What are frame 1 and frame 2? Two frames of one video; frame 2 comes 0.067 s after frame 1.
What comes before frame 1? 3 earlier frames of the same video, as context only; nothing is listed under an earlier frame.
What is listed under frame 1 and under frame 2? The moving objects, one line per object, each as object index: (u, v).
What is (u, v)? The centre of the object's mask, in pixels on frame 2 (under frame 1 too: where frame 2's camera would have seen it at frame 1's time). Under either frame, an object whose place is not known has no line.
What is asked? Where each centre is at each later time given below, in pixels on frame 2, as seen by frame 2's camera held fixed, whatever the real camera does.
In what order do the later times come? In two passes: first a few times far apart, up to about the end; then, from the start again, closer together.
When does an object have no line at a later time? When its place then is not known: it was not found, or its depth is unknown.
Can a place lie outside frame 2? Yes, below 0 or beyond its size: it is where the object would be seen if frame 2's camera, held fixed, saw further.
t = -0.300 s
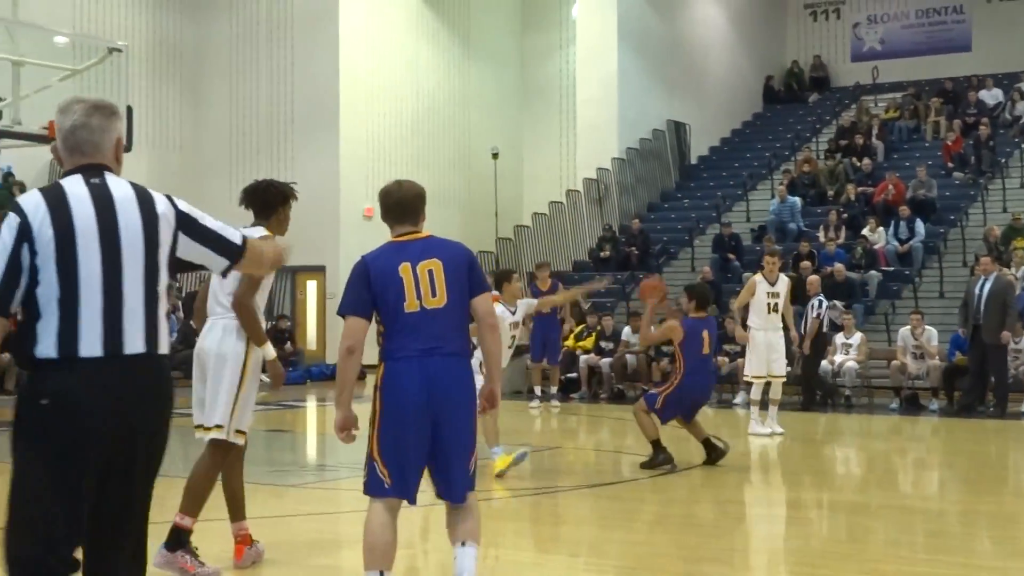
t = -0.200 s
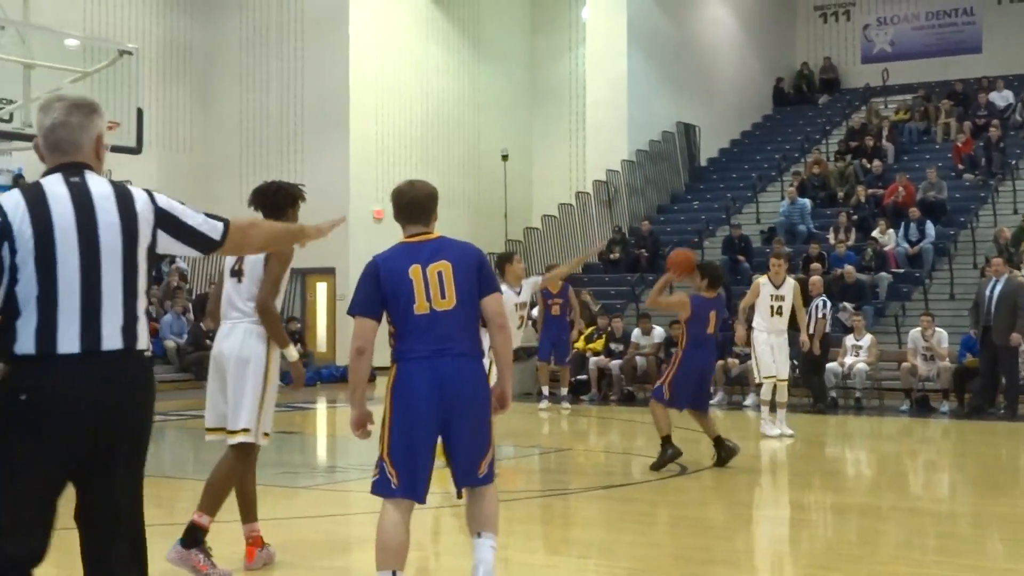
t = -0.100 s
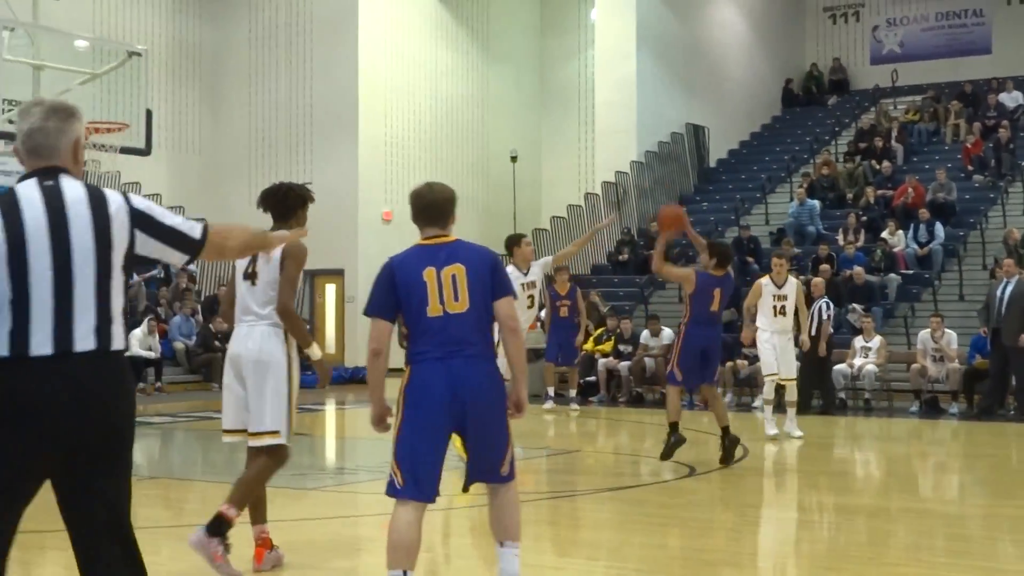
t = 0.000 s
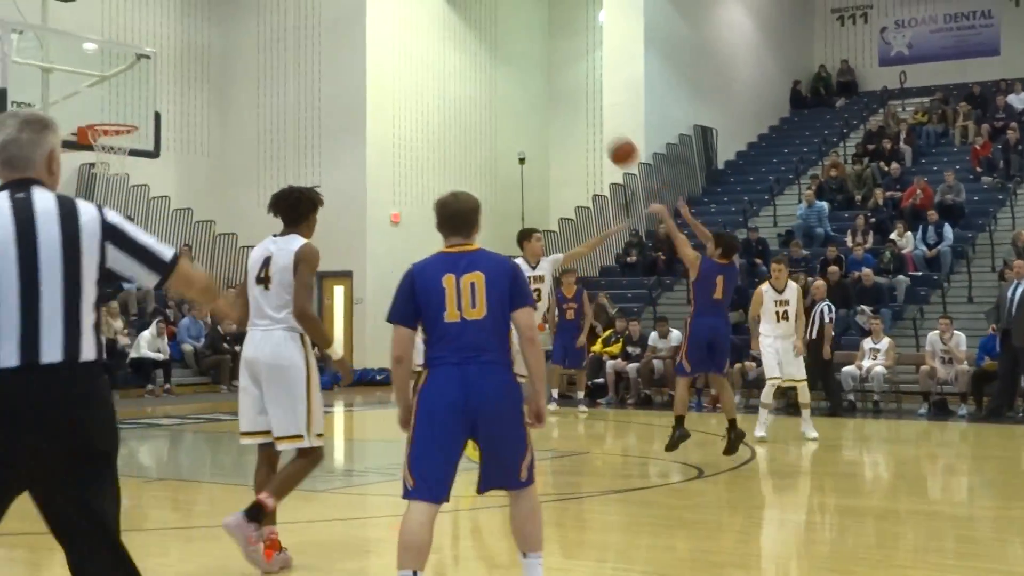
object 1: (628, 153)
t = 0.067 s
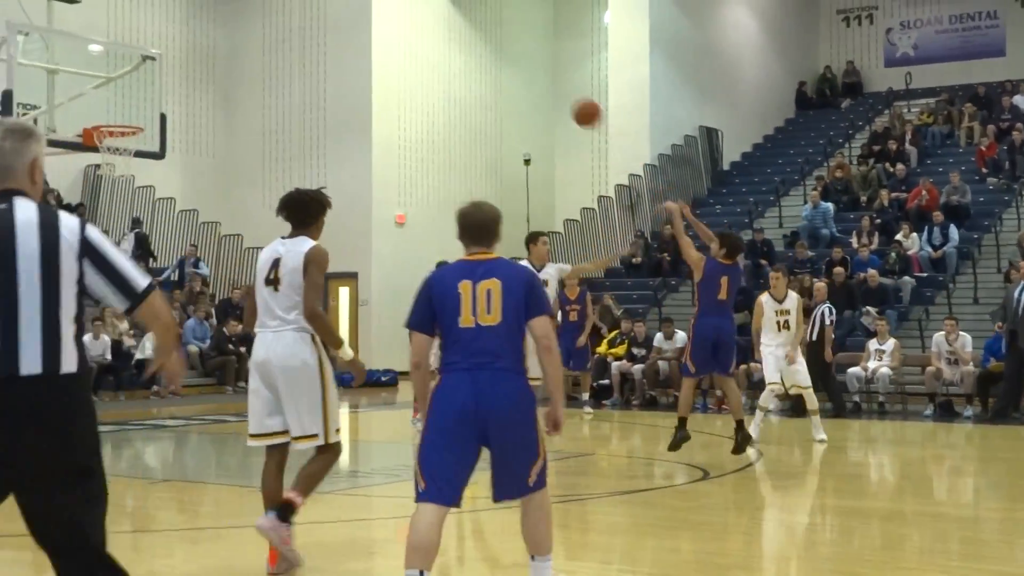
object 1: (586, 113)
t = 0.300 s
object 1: (451, 20)
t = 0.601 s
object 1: (293, -3)
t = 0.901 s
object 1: (150, 69)
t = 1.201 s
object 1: (183, 85)
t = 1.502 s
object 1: (332, 94)
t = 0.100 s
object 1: (566, 95)
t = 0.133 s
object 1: (546, 78)
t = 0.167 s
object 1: (527, 64)
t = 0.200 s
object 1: (507, 51)
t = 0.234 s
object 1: (489, 39)
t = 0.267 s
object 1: (470, 28)
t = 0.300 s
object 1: (451, 20)
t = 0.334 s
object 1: (433, 12)
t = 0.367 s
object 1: (415, 5)
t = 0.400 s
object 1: (397, 0)
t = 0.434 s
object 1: (378, -3)
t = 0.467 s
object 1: (361, -5)
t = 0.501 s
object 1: (344, -7)
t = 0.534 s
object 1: (327, -8)
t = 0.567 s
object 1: (310, -6)
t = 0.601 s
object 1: (293, -3)
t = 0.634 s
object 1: (276, 0)
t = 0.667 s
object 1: (259, 5)
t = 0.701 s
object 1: (243, 11)
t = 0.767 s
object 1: (211, 26)
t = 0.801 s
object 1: (195, 36)
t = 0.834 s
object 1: (180, 46)
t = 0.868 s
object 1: (165, 57)
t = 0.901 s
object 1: (150, 69)
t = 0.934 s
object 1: (135, 83)
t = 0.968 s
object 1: (120, 98)
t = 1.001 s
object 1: (110, 112)
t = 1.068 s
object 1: (122, 110)
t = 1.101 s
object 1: (135, 102)
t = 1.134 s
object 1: (151, 95)
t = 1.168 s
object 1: (167, 90)
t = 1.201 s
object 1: (183, 85)
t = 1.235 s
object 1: (200, 81)
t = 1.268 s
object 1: (217, 79)
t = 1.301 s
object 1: (233, 77)
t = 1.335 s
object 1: (249, 77)
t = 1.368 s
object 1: (266, 78)
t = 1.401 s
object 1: (282, 80)
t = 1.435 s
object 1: (299, 84)
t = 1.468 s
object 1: (315, 88)
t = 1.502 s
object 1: (332, 94)
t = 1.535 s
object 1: (348, 101)
